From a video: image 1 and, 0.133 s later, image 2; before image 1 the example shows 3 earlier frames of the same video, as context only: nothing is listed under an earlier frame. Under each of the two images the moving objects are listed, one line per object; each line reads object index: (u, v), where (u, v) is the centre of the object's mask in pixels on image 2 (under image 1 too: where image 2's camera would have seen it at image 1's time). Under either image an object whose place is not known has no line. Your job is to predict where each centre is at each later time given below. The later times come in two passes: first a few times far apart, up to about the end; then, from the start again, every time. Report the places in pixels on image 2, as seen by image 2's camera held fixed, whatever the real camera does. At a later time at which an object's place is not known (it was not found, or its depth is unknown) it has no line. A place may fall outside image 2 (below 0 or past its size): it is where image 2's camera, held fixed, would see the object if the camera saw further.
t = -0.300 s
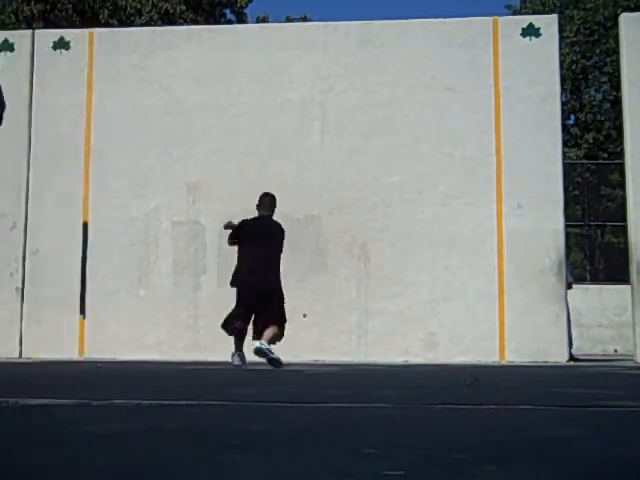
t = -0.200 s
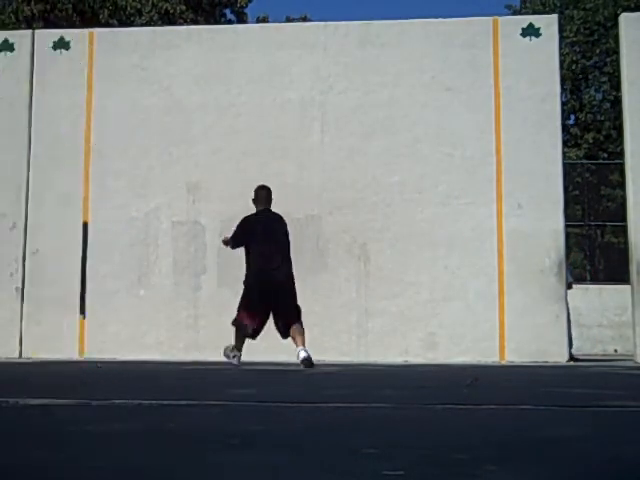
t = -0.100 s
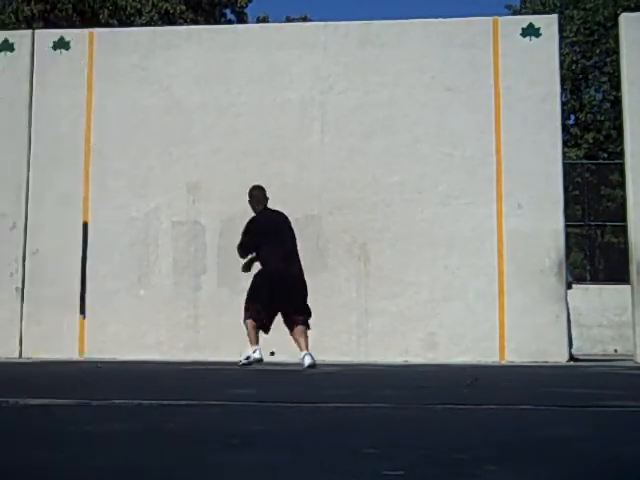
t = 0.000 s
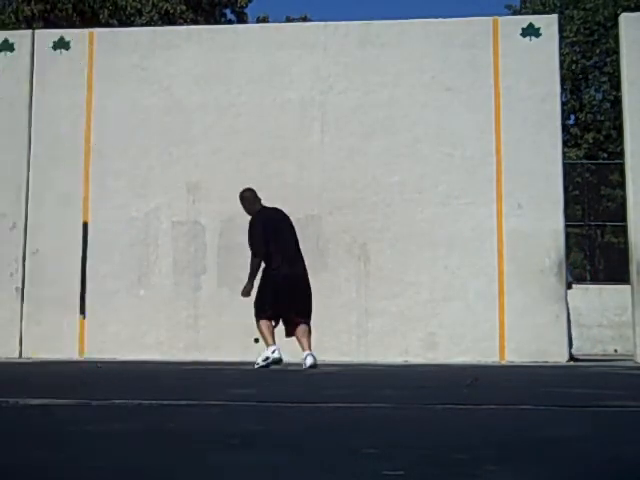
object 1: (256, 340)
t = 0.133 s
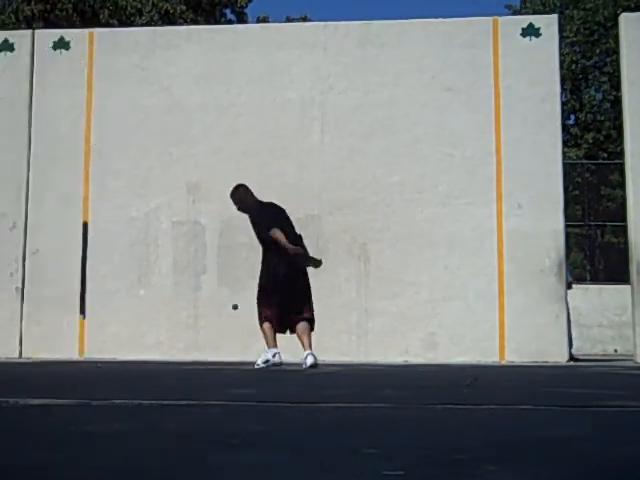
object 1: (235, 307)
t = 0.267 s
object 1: (207, 288)
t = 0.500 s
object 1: (134, 316)
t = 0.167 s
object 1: (228, 300)
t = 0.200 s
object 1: (222, 295)
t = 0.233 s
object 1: (214, 291)
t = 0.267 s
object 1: (207, 288)
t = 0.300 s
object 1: (199, 286)
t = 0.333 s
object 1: (190, 286)
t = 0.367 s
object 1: (180, 288)
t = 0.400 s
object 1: (170, 291)
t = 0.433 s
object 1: (159, 297)
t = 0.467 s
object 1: (147, 305)
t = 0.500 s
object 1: (134, 316)
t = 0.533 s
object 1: (119, 331)
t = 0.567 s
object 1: (102, 350)
